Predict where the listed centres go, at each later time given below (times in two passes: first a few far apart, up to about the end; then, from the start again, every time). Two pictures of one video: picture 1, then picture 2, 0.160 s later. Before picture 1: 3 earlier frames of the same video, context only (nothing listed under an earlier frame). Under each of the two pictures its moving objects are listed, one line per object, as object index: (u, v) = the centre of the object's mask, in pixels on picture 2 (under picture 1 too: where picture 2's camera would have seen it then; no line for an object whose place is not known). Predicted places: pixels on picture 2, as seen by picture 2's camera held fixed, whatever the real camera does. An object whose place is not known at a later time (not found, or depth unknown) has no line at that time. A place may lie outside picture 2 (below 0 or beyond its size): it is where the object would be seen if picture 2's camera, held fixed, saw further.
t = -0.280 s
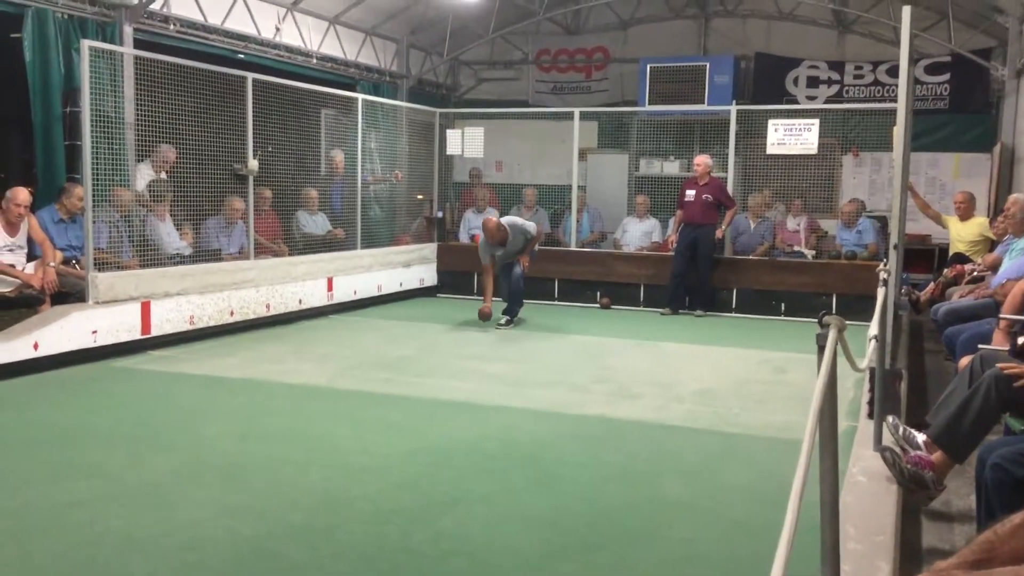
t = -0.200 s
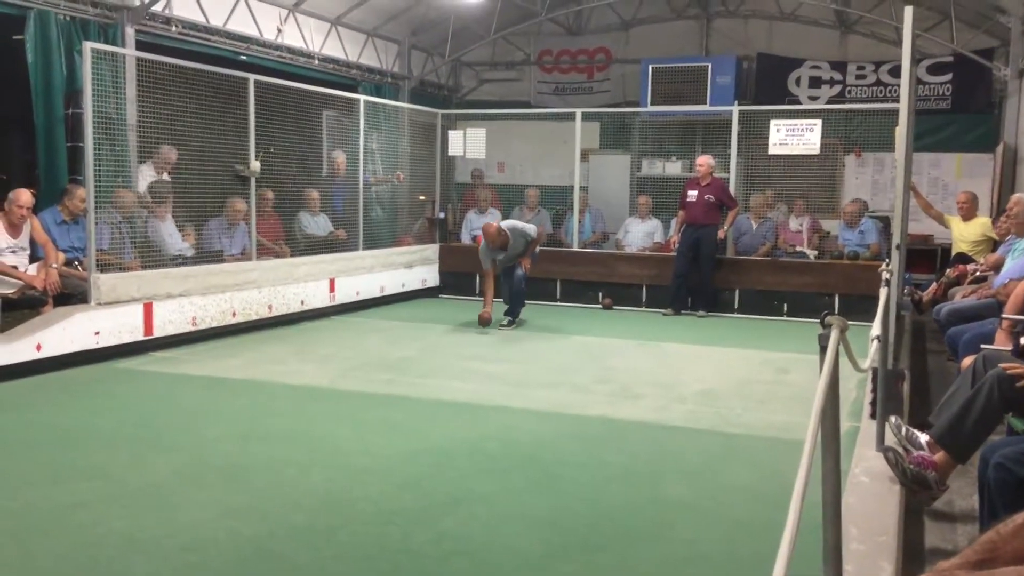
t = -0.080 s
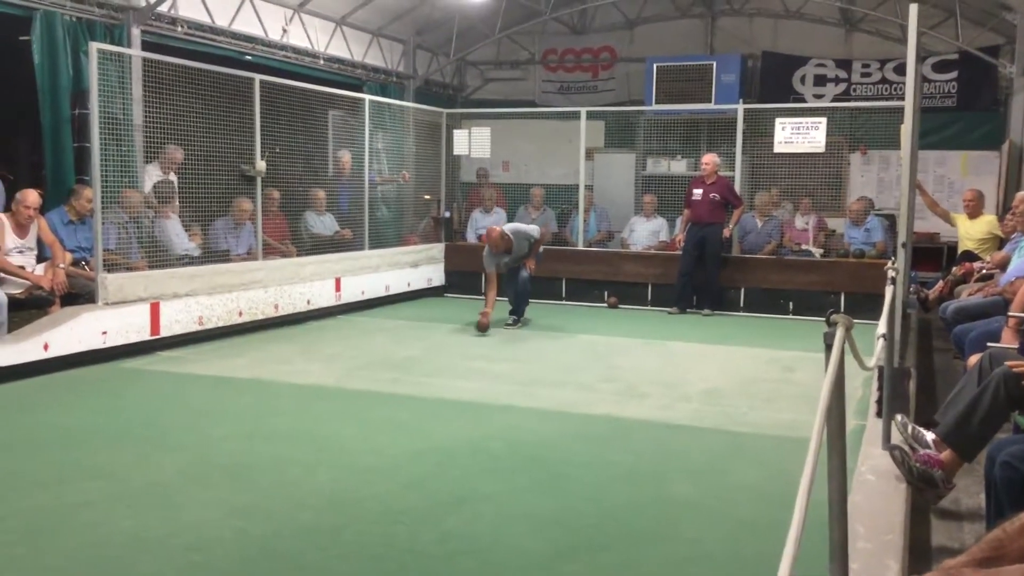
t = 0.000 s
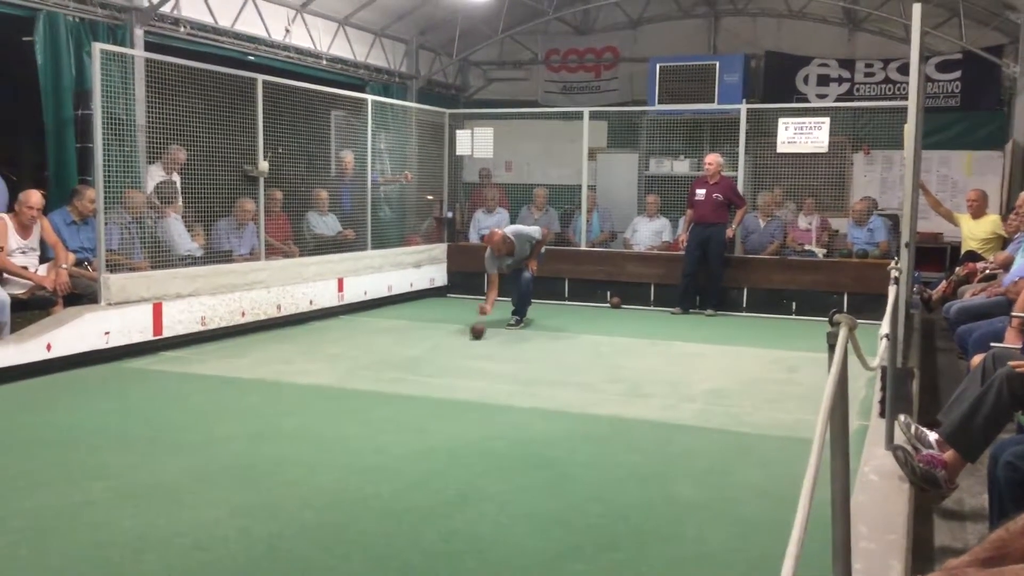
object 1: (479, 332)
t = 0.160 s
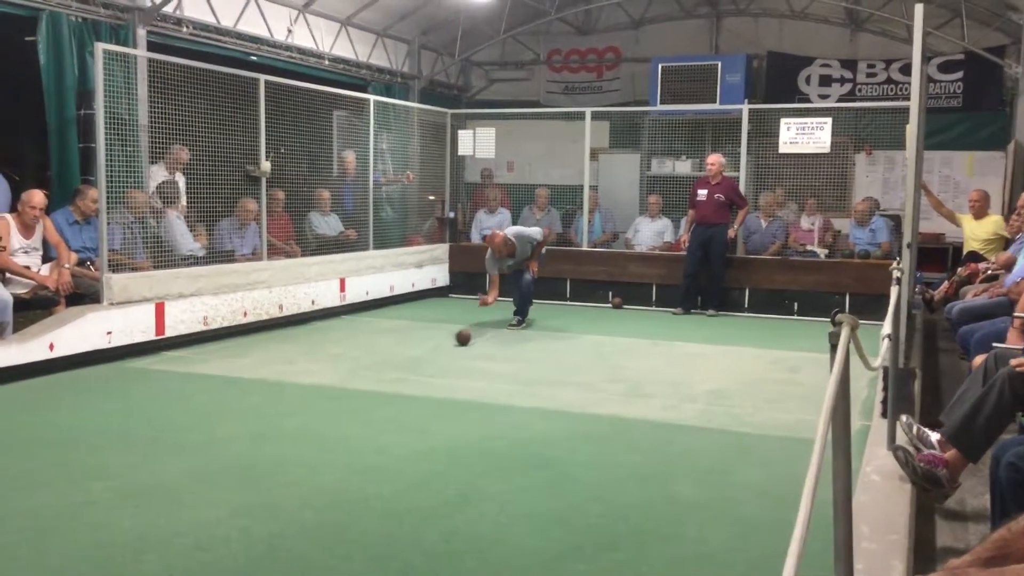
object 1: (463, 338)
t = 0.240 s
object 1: (454, 341)
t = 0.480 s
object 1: (427, 351)
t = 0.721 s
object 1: (396, 362)
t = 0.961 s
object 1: (362, 374)
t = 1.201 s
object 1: (322, 389)
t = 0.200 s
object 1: (458, 340)
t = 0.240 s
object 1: (454, 341)
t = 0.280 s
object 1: (450, 343)
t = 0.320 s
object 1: (445, 344)
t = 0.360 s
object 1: (441, 346)
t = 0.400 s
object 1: (436, 347)
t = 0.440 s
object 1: (432, 349)
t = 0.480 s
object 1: (427, 351)
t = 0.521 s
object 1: (422, 352)
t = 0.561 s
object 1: (417, 354)
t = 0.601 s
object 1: (412, 356)
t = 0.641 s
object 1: (407, 358)
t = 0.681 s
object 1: (402, 360)
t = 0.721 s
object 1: (396, 362)
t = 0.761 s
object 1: (391, 364)
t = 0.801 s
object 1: (385, 366)
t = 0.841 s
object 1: (380, 368)
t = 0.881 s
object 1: (374, 370)
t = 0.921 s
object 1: (368, 372)
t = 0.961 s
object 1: (362, 374)
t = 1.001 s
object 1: (356, 377)
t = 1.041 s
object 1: (349, 379)
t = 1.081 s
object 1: (343, 382)
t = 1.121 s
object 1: (336, 384)
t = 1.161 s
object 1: (329, 387)
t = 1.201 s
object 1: (322, 389)
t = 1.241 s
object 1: (315, 391)
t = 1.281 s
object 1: (308, 394)
